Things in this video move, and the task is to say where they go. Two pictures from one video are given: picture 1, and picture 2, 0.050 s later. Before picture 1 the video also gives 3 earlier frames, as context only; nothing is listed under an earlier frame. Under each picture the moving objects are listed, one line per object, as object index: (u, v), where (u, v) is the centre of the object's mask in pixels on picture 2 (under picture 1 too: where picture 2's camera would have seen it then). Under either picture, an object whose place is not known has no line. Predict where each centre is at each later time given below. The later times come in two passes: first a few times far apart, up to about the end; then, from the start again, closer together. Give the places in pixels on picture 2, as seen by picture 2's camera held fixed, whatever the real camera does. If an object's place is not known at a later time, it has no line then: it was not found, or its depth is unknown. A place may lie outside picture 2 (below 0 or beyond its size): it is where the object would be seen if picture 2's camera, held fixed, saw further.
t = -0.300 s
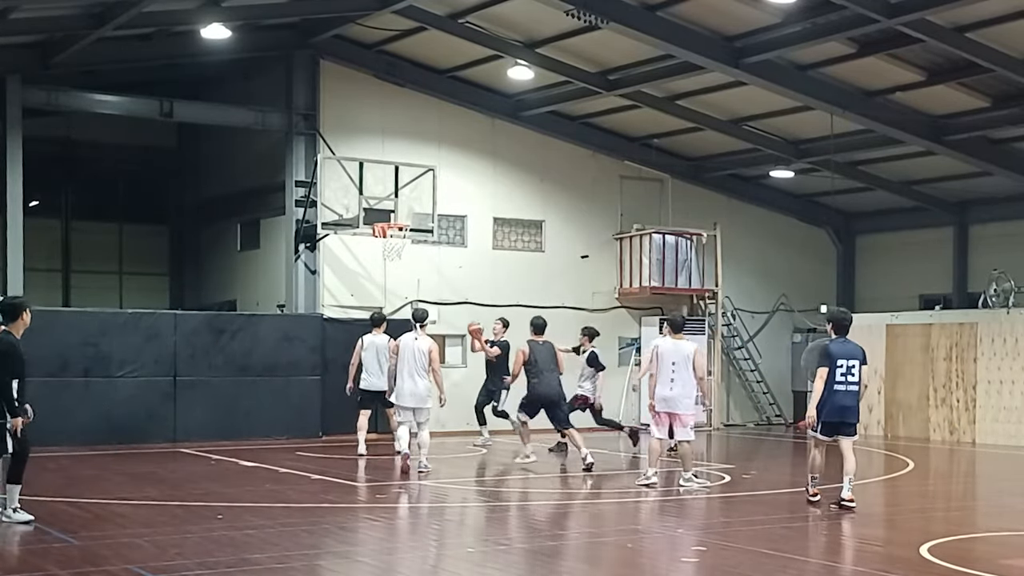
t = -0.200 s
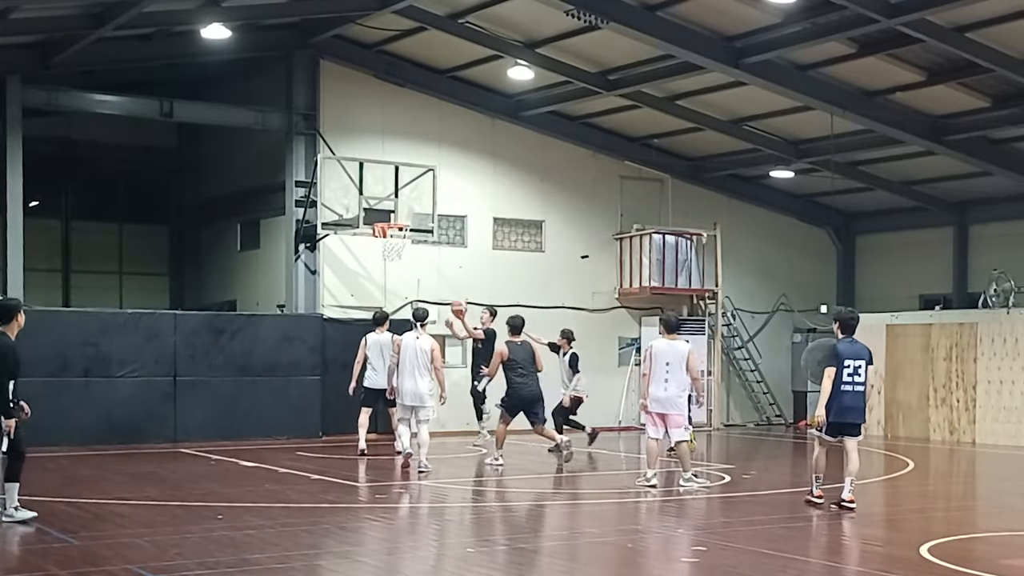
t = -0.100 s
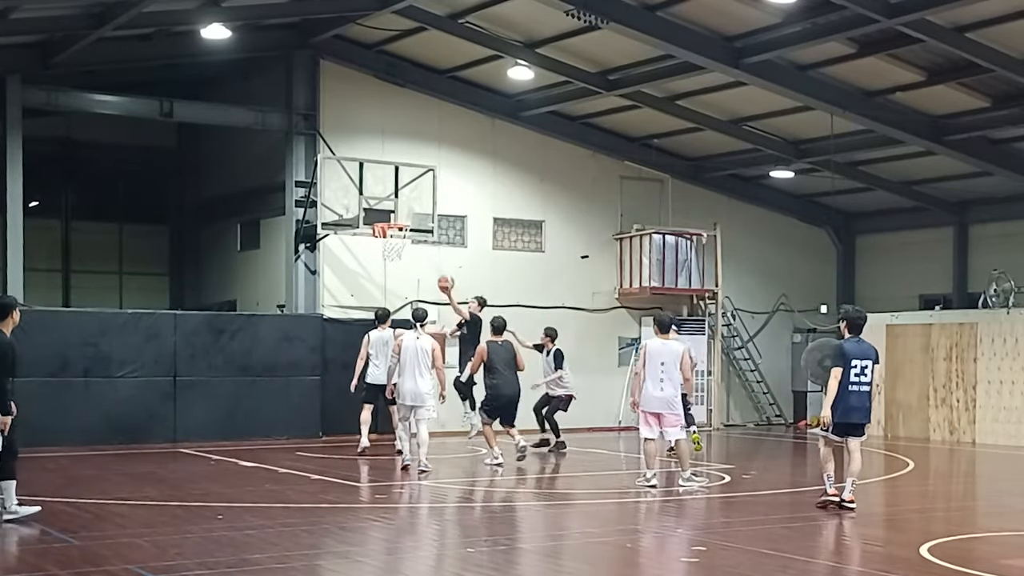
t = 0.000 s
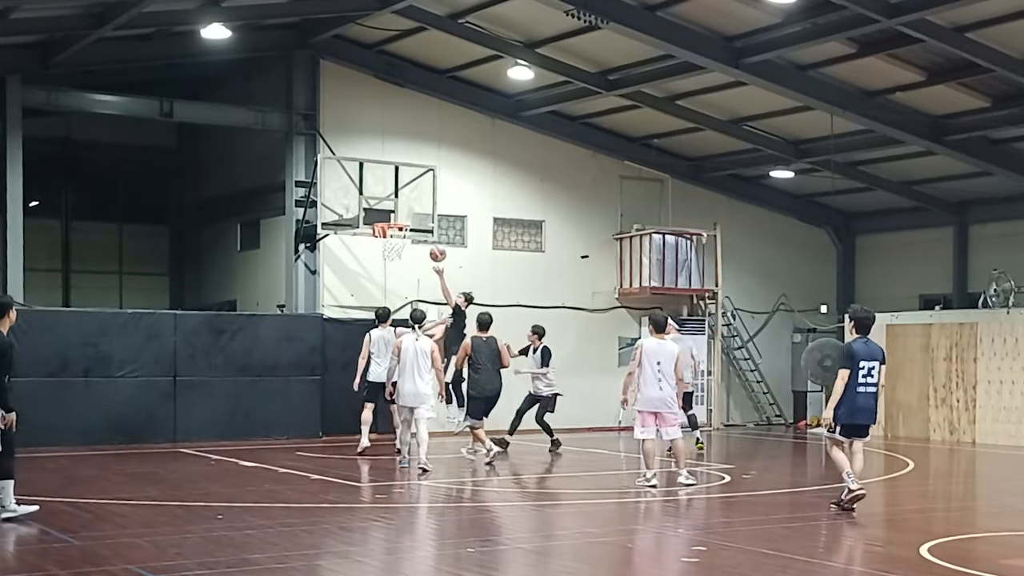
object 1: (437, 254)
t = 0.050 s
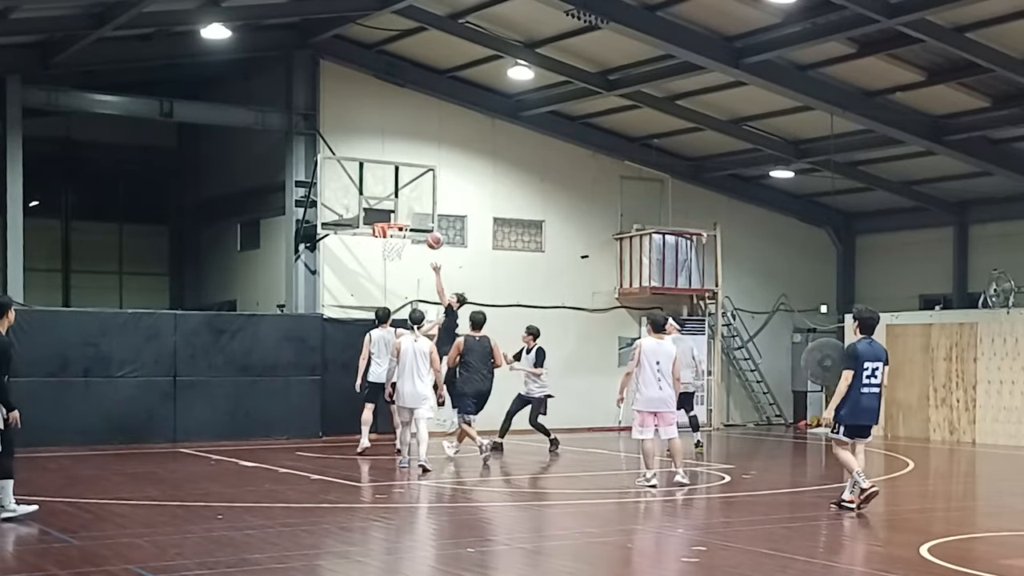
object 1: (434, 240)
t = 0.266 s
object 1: (418, 207)
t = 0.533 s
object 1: (400, 209)
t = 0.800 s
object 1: (385, 255)
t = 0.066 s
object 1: (433, 236)
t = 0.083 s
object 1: (432, 233)
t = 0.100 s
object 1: (431, 230)
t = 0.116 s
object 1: (430, 227)
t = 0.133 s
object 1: (429, 224)
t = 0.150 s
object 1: (427, 221)
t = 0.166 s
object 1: (426, 218)
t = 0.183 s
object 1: (425, 216)
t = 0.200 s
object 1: (423, 214)
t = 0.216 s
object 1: (422, 212)
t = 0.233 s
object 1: (421, 210)
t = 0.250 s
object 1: (420, 208)
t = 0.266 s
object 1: (418, 207)
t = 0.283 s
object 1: (417, 205)
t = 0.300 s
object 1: (416, 204)
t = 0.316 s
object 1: (416, 204)
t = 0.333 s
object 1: (415, 204)
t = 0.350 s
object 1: (414, 203)
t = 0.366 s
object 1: (413, 203)
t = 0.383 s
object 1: (411, 203)
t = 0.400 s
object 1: (411, 203)
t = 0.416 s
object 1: (409, 203)
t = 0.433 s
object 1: (408, 203)
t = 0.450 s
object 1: (407, 204)
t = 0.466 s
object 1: (406, 204)
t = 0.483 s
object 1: (404, 205)
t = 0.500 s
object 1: (403, 207)
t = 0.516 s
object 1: (402, 208)
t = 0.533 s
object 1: (400, 209)
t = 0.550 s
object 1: (400, 211)
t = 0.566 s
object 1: (398, 213)
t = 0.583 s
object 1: (397, 215)
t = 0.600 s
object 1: (396, 216)
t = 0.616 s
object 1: (394, 218)
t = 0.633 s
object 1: (393, 219)
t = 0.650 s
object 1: (392, 220)
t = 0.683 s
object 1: (391, 234)
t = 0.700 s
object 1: (391, 236)
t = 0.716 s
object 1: (389, 241)
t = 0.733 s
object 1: (388, 245)
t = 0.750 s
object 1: (386, 248)
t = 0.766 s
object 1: (386, 249)
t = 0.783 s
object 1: (386, 252)
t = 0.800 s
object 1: (385, 255)
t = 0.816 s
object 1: (385, 258)
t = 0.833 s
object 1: (384, 261)
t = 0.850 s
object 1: (383, 265)
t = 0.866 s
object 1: (383, 269)
